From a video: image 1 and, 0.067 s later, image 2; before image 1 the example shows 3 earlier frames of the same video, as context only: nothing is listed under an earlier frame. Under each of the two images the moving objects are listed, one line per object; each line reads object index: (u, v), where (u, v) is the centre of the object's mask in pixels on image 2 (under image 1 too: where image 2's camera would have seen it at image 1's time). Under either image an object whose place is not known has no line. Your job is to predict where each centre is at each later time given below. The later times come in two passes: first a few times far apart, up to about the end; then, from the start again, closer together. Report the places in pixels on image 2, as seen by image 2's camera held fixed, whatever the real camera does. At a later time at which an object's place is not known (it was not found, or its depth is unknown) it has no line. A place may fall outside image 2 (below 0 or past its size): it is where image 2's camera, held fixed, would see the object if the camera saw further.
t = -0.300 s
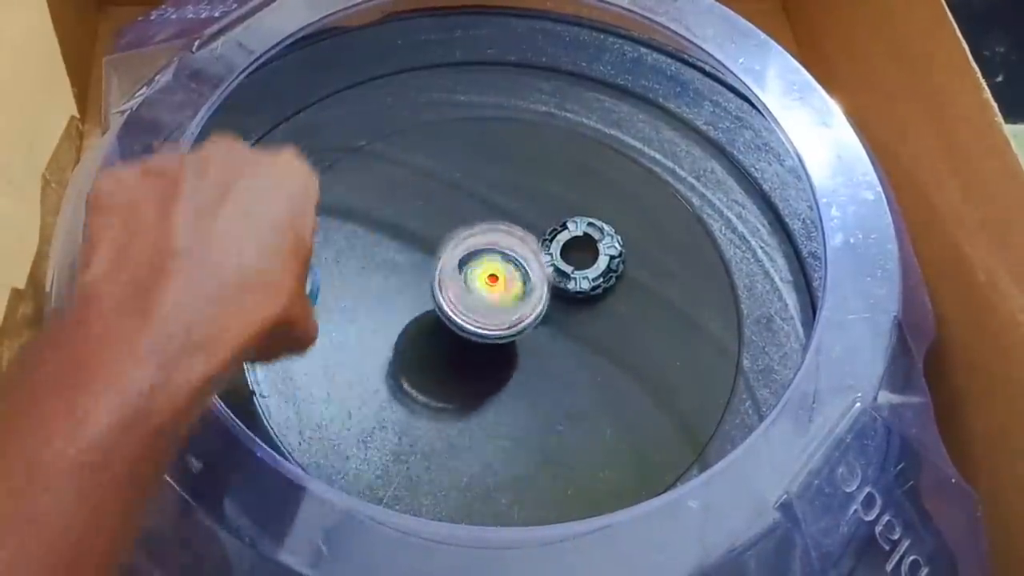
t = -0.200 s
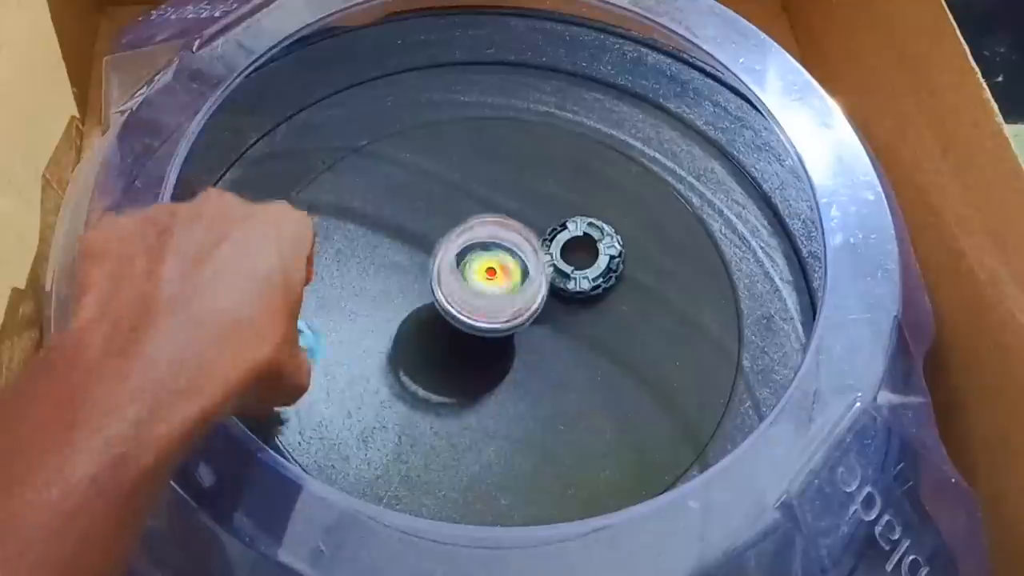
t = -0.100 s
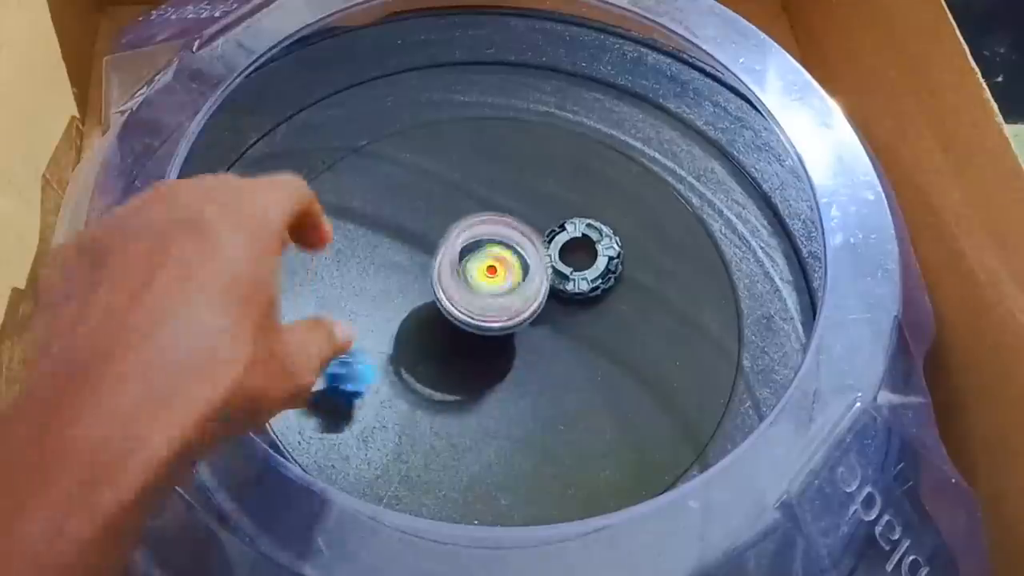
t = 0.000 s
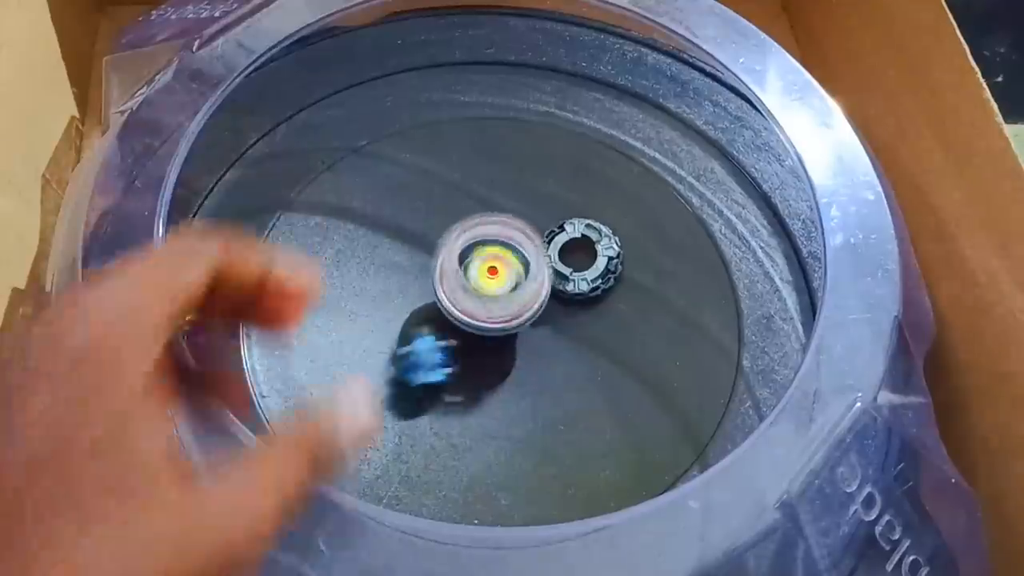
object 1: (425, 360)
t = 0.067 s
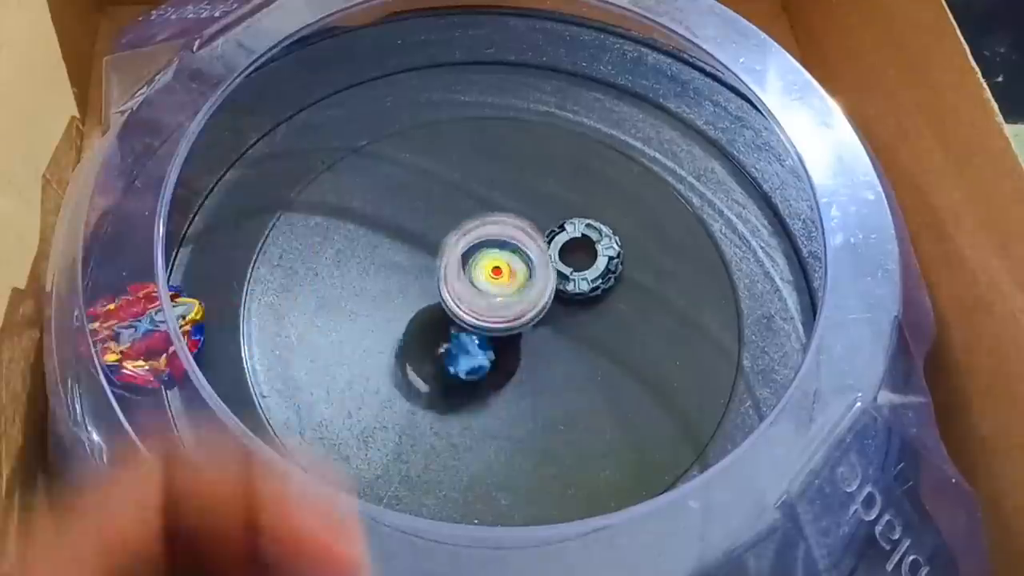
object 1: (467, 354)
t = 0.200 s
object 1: (489, 376)
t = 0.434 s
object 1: (485, 397)
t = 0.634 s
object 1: (434, 398)
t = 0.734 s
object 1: (442, 361)
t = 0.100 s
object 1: (473, 360)
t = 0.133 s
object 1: (480, 365)
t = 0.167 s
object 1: (487, 364)
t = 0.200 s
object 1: (489, 376)
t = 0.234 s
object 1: (495, 385)
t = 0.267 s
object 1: (500, 387)
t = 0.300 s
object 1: (505, 384)
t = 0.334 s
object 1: (508, 379)
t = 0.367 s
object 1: (508, 374)
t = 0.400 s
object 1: (498, 386)
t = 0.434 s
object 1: (485, 397)
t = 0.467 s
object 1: (473, 406)
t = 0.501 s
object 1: (455, 408)
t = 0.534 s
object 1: (436, 408)
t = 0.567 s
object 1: (429, 410)
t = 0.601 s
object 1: (429, 405)
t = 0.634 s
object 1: (434, 398)
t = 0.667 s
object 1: (438, 389)
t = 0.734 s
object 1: (442, 361)
